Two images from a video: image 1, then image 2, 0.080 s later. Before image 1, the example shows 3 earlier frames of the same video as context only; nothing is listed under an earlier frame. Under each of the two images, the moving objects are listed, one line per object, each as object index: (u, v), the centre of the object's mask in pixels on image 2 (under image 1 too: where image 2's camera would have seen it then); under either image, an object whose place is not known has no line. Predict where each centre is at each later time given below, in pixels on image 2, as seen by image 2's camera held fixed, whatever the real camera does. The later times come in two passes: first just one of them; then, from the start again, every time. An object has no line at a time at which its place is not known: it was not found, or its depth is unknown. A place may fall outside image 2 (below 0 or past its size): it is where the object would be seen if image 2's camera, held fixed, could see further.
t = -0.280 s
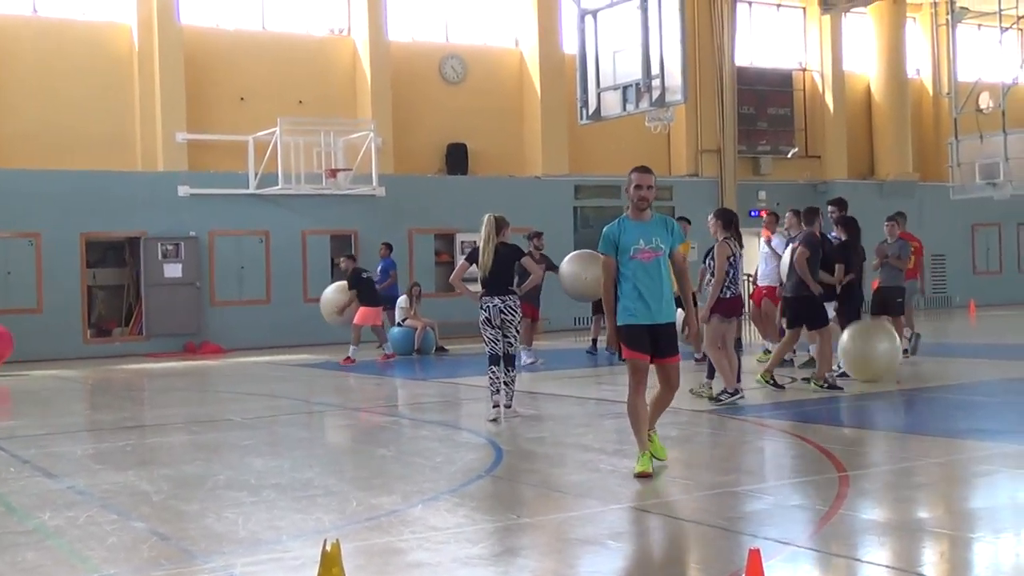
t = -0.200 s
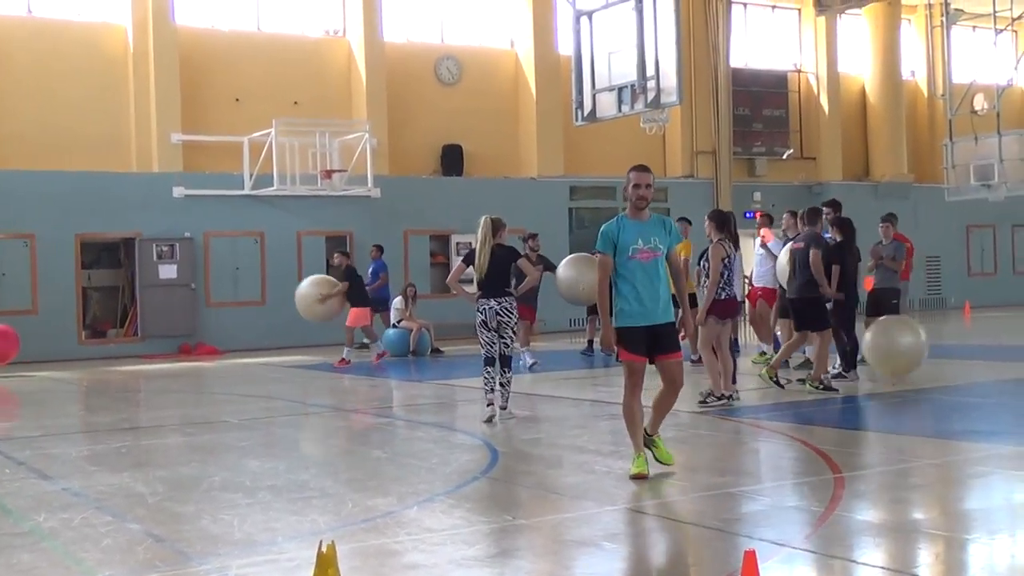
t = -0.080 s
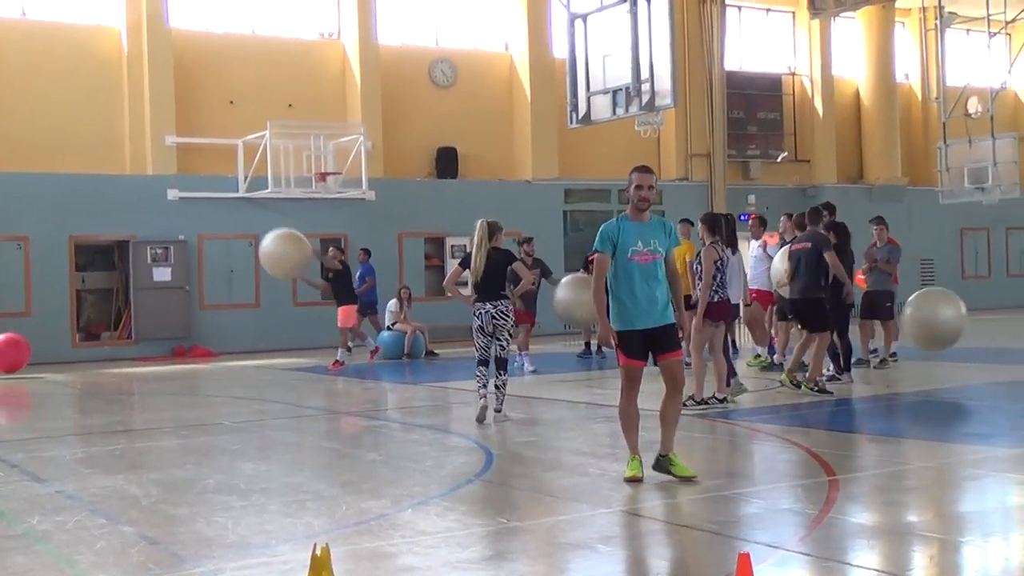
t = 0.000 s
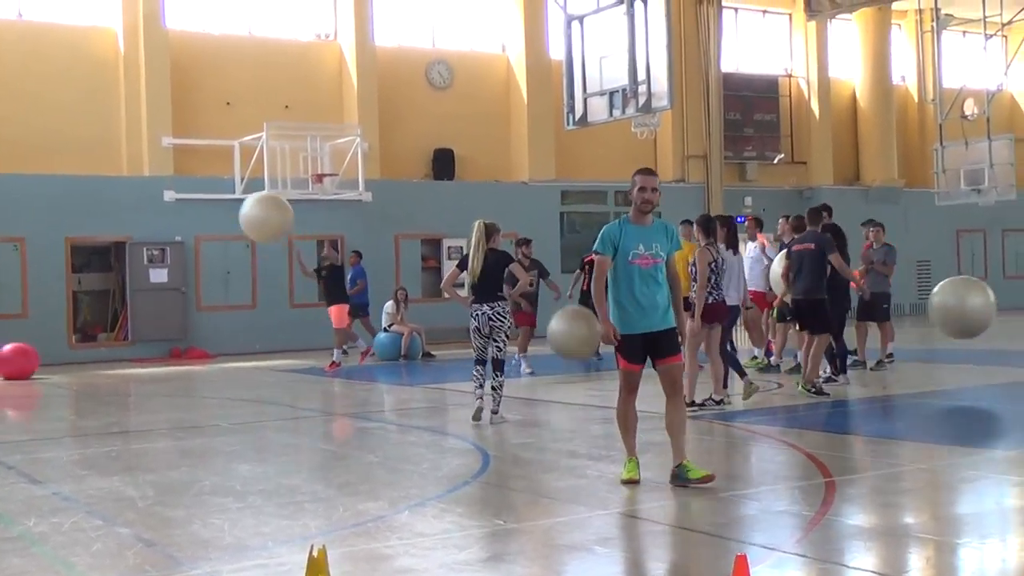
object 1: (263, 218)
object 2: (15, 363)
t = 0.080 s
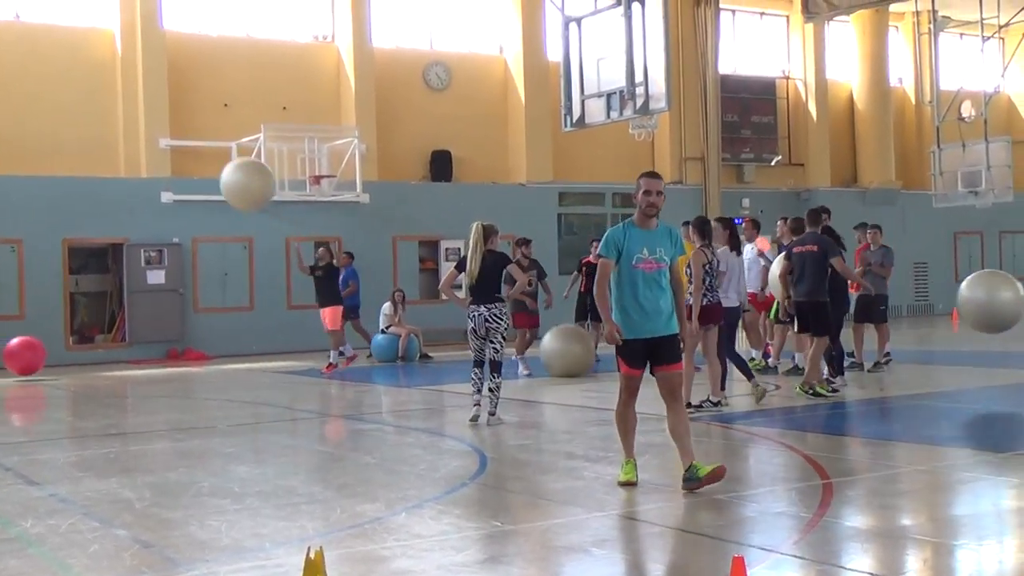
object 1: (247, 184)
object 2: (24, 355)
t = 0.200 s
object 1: (222, 136)
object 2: (39, 350)
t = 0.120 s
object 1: (239, 168)
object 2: (29, 352)
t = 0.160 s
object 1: (231, 151)
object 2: (34, 350)
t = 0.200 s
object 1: (222, 136)
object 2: (39, 350)
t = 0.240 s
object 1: (214, 121)
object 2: (43, 350)
